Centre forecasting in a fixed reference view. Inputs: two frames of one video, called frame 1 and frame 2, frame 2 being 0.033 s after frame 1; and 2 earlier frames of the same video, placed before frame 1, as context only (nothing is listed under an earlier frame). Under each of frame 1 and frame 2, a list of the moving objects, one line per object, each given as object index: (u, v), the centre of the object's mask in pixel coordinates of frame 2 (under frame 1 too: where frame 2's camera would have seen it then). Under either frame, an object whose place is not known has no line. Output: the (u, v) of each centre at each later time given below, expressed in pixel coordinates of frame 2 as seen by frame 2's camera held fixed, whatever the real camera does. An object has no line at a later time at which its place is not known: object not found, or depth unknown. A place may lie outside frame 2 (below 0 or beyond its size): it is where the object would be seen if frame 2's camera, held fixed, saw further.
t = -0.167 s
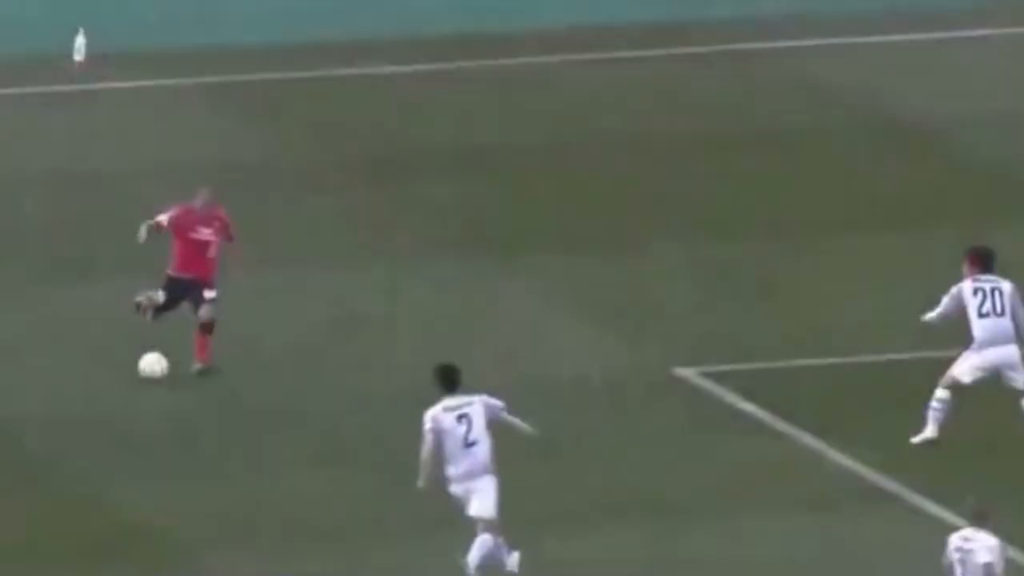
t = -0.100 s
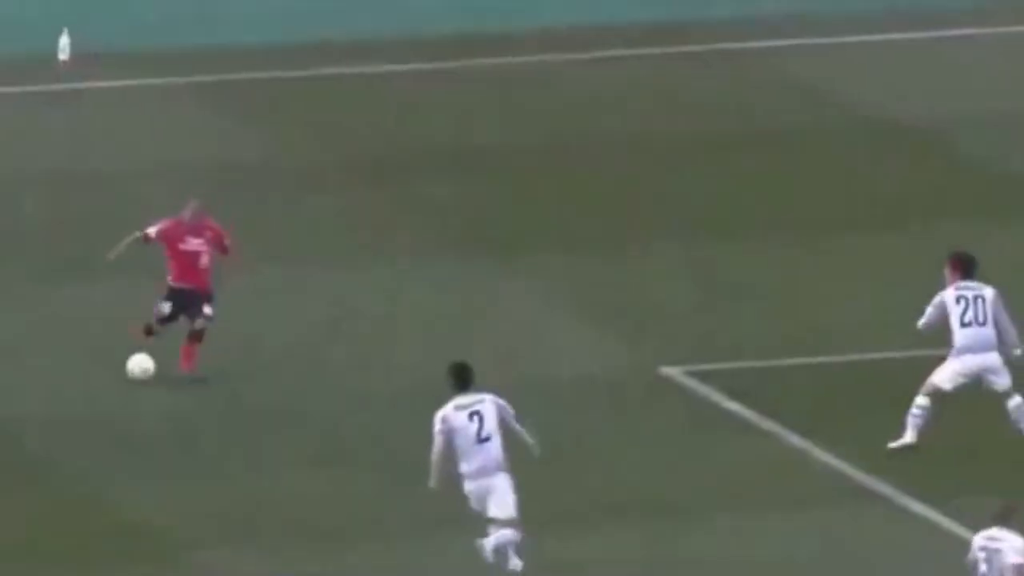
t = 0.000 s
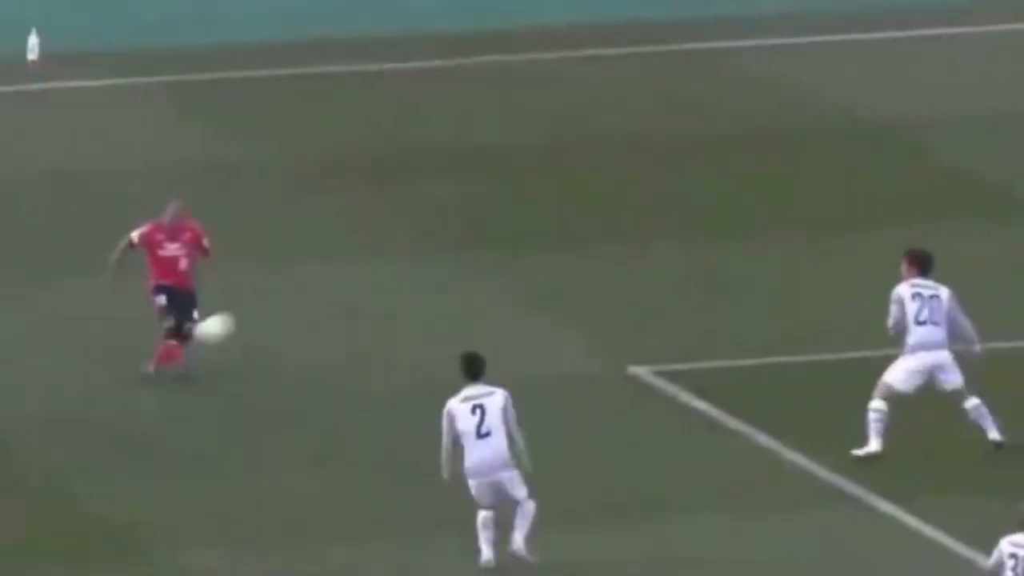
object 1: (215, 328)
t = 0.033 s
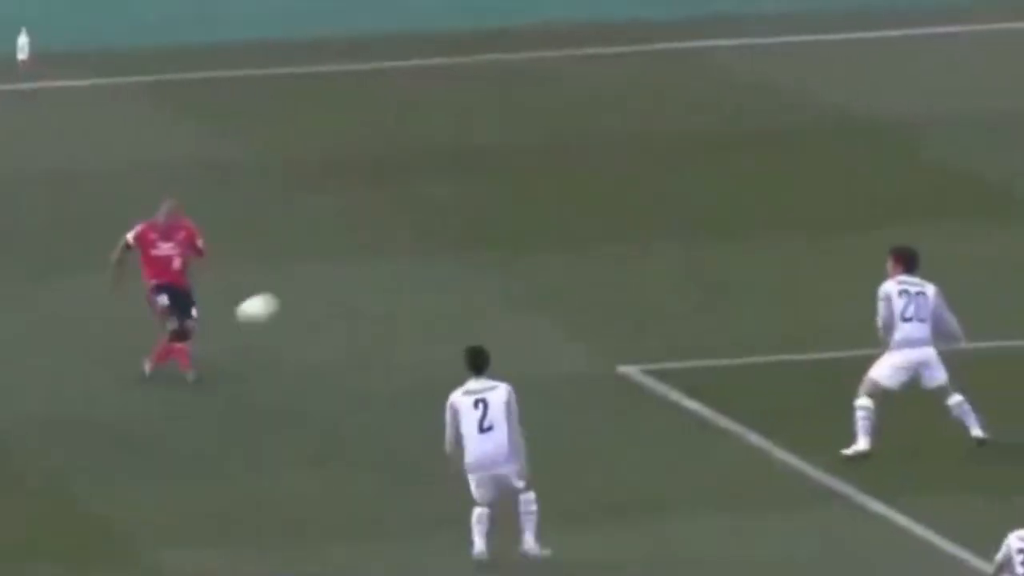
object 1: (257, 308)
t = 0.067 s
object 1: (300, 289)
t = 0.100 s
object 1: (345, 270)
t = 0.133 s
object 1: (390, 251)
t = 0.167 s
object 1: (433, 231)
